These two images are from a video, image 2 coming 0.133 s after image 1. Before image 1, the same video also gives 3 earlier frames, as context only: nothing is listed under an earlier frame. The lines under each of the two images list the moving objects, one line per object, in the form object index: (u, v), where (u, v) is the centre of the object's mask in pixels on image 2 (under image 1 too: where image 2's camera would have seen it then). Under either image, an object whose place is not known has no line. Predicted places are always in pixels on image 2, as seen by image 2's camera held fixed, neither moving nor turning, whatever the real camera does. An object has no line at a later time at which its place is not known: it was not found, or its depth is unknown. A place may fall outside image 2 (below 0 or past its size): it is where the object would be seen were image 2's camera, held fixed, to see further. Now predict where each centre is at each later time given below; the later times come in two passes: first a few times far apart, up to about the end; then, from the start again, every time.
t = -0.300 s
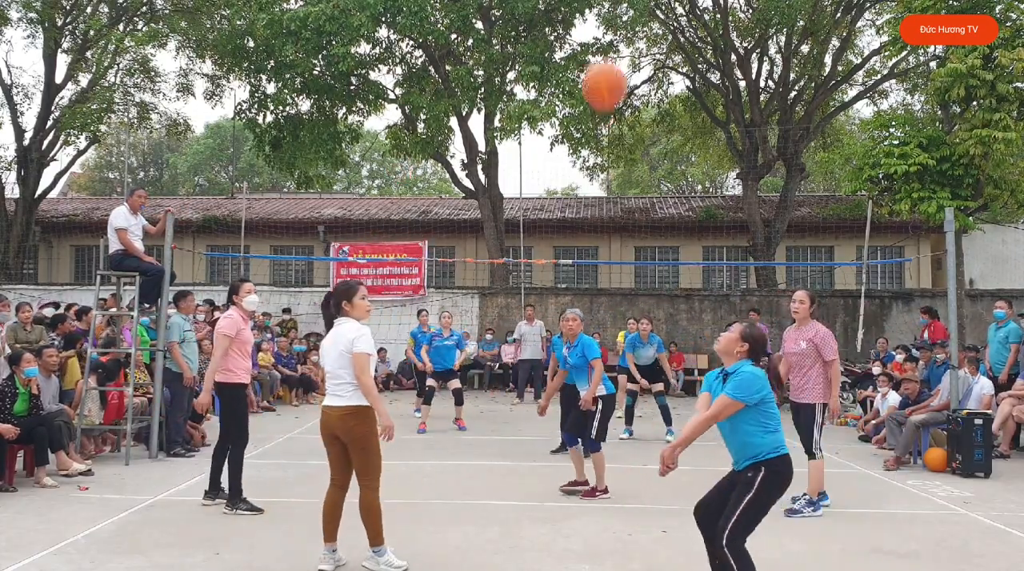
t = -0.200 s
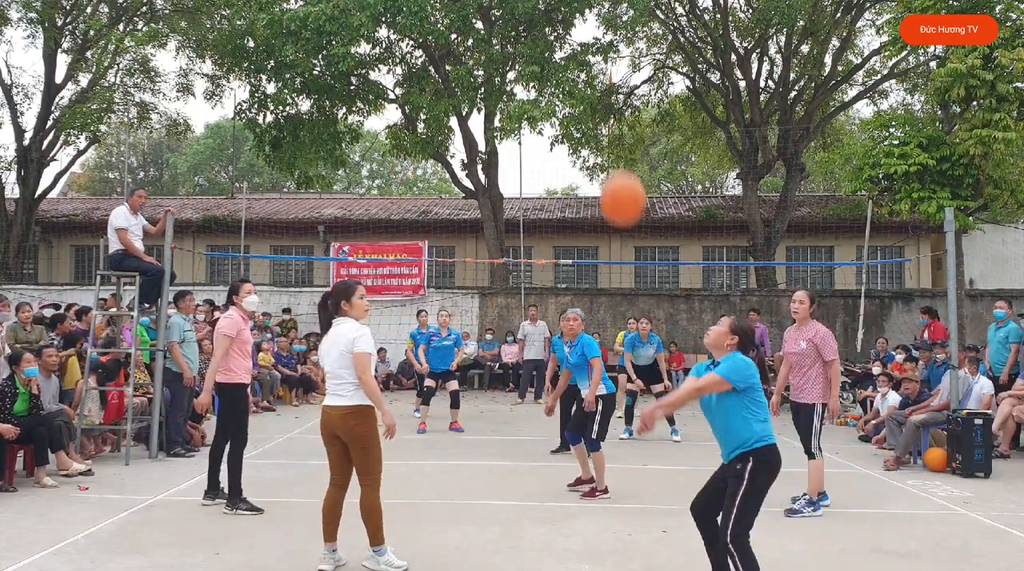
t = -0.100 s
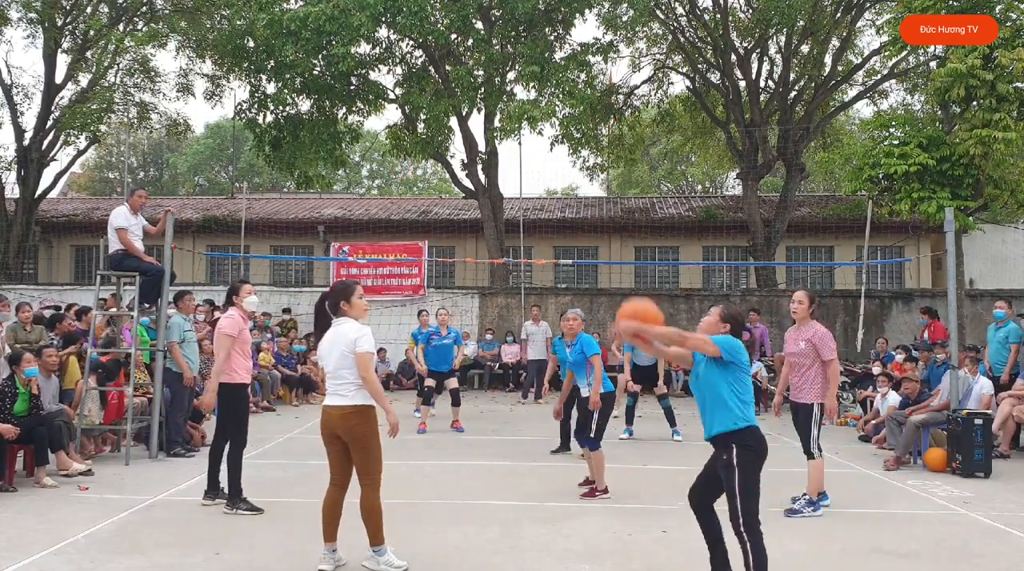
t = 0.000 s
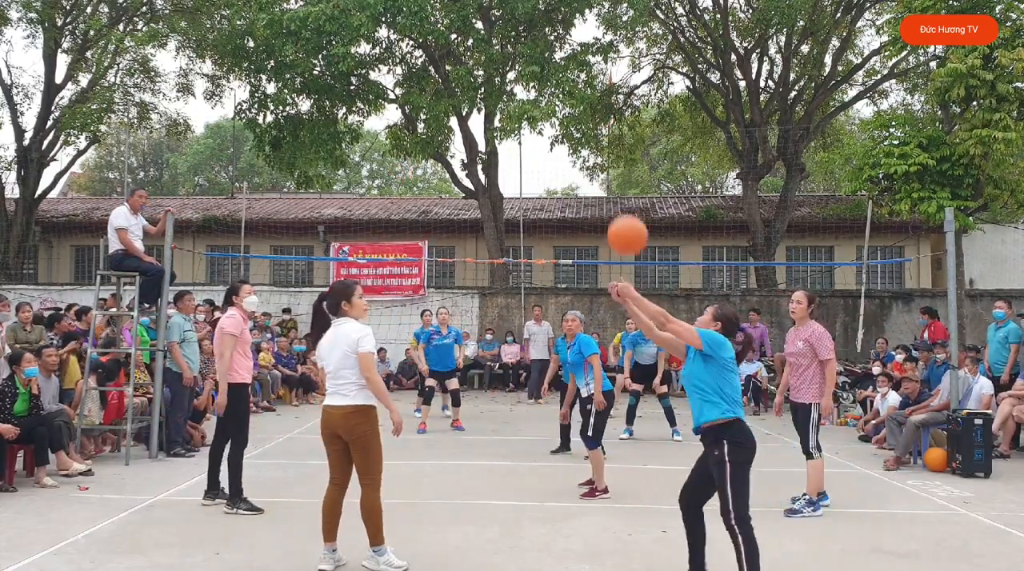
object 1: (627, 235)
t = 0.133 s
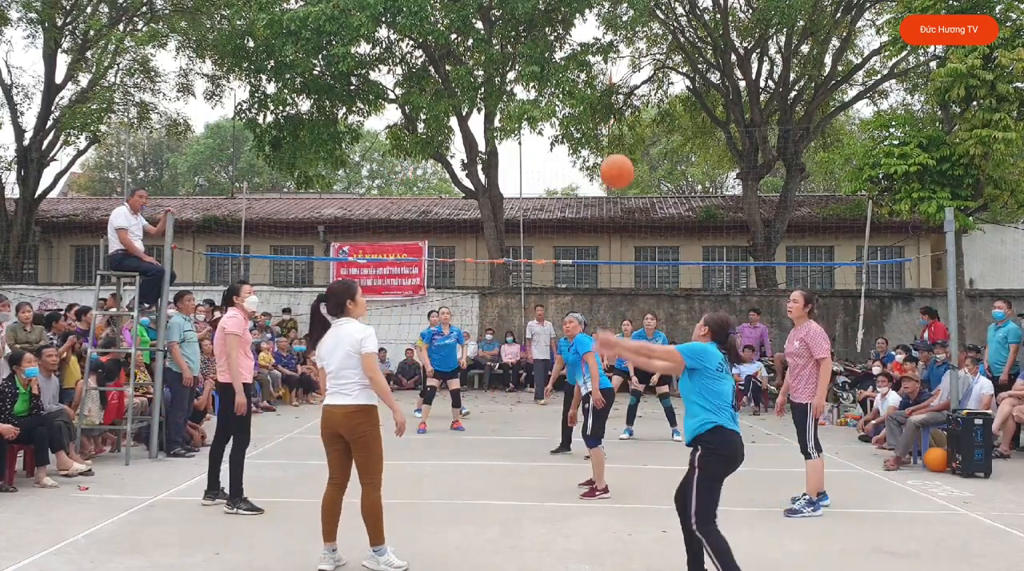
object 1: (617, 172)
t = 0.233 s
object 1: (610, 151)
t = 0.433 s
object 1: (602, 153)
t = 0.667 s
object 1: (596, 204)
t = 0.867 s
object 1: (592, 272)
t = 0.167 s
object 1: (615, 163)
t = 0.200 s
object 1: (612, 156)
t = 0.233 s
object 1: (610, 151)
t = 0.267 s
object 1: (609, 149)
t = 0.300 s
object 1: (607, 147)
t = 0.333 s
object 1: (606, 147)
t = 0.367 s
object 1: (604, 148)
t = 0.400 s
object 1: (603, 149)
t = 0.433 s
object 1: (602, 153)
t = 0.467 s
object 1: (601, 158)
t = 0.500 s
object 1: (599, 162)
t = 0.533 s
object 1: (599, 169)
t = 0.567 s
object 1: (598, 176)
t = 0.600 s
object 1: (597, 184)
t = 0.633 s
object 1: (596, 194)
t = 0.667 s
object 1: (596, 204)
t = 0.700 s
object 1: (595, 213)
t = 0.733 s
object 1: (594, 224)
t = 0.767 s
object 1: (594, 235)
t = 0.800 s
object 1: (593, 246)
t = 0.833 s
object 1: (593, 258)
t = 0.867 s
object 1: (592, 272)
